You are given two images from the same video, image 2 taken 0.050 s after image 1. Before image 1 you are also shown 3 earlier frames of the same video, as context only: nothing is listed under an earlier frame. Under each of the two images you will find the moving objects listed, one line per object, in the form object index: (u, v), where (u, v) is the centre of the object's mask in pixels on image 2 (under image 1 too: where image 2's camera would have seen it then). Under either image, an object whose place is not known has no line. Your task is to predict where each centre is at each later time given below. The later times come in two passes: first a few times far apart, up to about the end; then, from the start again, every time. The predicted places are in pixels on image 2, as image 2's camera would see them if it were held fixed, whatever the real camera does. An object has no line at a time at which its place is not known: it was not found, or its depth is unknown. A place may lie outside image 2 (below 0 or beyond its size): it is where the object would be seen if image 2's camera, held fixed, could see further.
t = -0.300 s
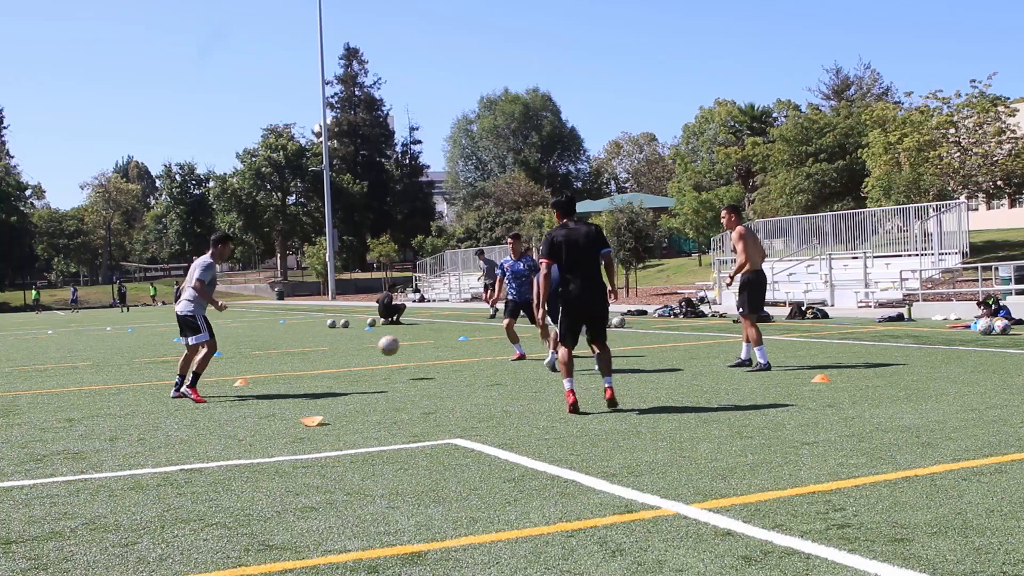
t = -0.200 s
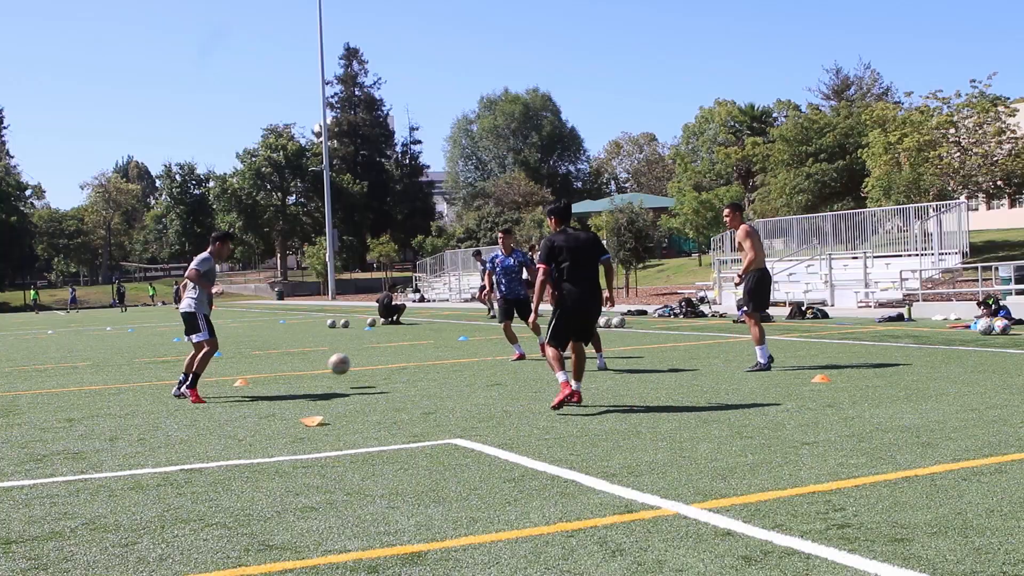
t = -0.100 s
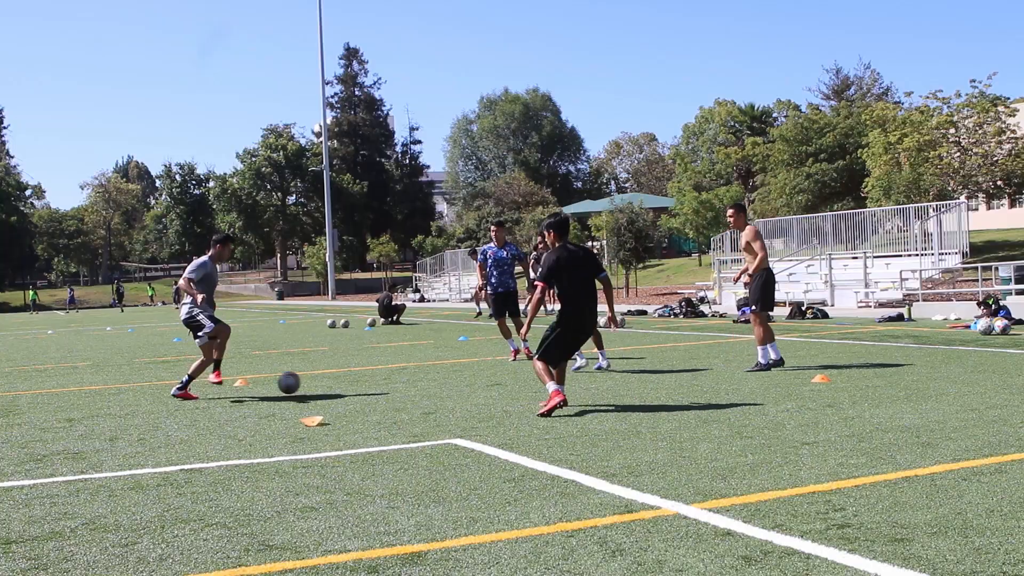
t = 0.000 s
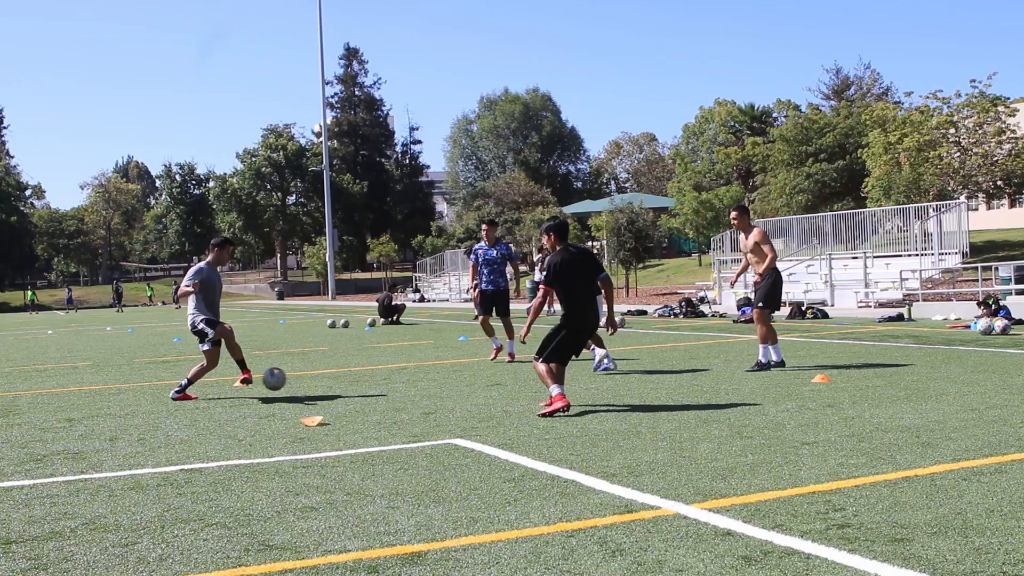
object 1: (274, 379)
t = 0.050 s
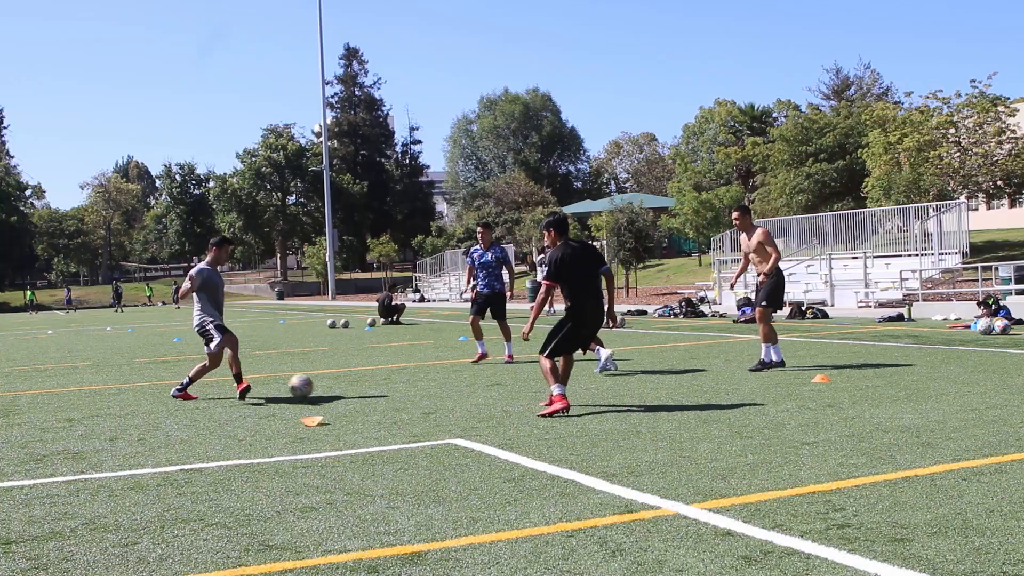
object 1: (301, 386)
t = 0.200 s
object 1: (368, 383)
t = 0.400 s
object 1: (459, 397)
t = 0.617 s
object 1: (540, 401)
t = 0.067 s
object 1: (310, 389)
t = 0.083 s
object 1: (320, 392)
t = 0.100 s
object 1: (326, 392)
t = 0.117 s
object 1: (333, 389)
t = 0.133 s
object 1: (340, 387)
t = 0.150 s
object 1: (346, 386)
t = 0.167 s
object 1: (353, 385)
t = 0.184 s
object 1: (361, 384)
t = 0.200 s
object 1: (368, 383)
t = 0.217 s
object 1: (375, 383)
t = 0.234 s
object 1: (382, 382)
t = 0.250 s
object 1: (390, 383)
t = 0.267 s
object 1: (397, 383)
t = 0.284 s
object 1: (405, 384)
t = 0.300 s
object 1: (413, 386)
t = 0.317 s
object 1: (420, 387)
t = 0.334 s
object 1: (428, 389)
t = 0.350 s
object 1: (436, 391)
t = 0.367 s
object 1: (444, 394)
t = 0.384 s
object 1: (452, 397)
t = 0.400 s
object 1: (459, 397)
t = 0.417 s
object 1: (465, 396)
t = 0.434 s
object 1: (471, 395)
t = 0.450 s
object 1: (477, 394)
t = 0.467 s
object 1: (483, 393)
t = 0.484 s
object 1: (489, 393)
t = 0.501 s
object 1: (495, 393)
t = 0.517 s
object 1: (501, 393)
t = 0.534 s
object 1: (508, 394)
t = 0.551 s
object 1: (514, 395)
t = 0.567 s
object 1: (521, 397)
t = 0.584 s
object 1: (527, 399)
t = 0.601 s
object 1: (534, 401)
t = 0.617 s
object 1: (540, 401)
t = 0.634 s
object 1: (546, 400)
